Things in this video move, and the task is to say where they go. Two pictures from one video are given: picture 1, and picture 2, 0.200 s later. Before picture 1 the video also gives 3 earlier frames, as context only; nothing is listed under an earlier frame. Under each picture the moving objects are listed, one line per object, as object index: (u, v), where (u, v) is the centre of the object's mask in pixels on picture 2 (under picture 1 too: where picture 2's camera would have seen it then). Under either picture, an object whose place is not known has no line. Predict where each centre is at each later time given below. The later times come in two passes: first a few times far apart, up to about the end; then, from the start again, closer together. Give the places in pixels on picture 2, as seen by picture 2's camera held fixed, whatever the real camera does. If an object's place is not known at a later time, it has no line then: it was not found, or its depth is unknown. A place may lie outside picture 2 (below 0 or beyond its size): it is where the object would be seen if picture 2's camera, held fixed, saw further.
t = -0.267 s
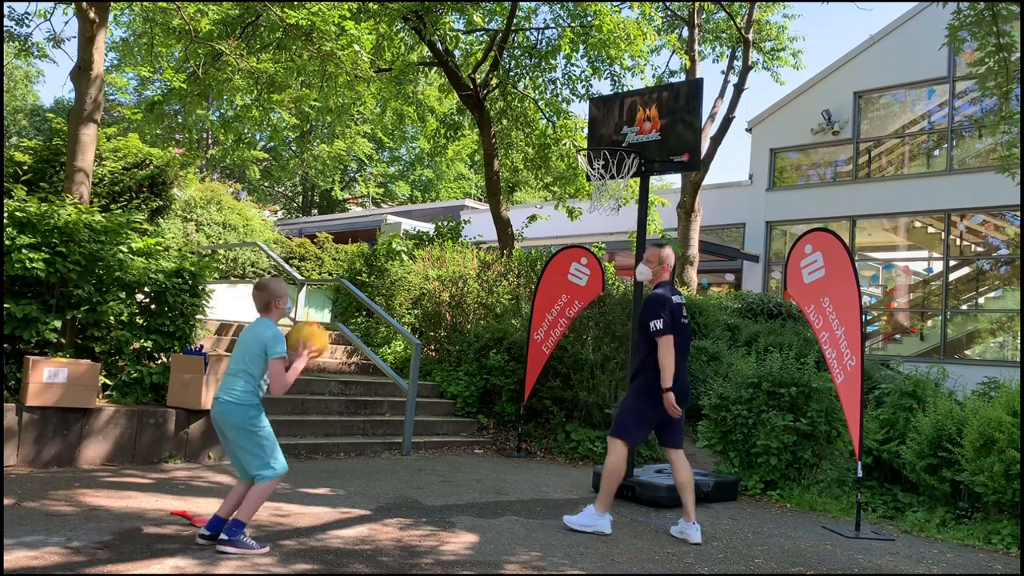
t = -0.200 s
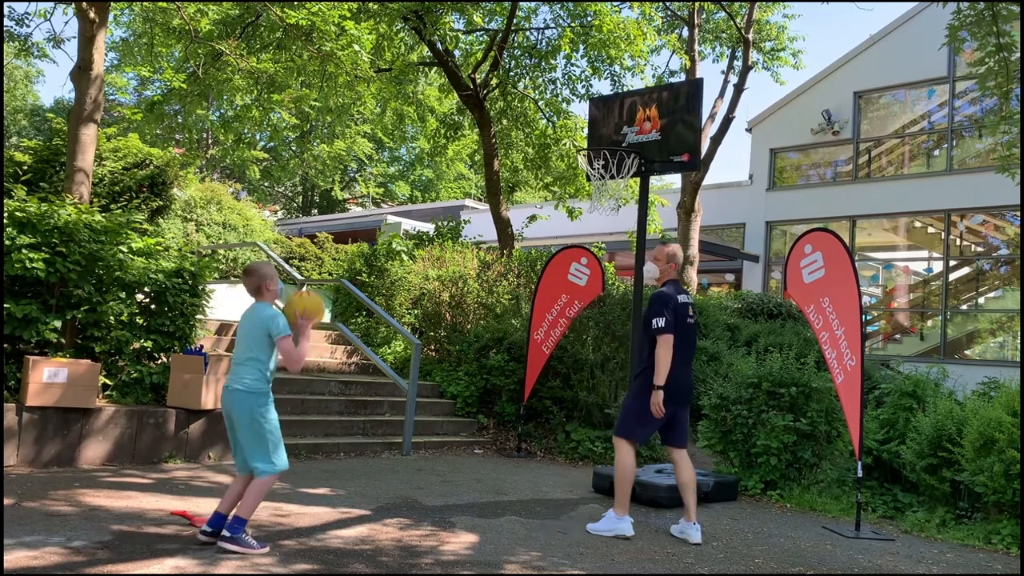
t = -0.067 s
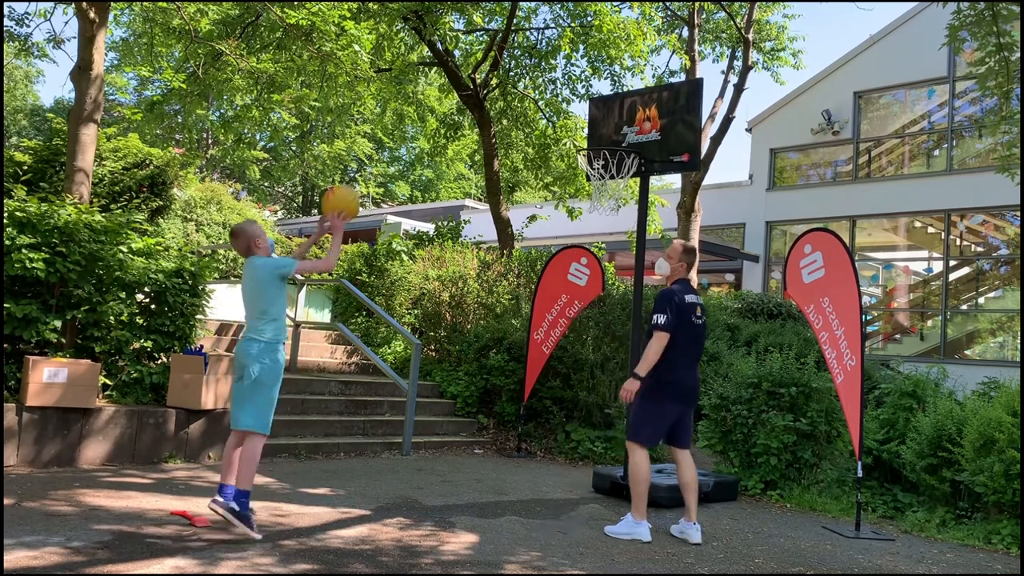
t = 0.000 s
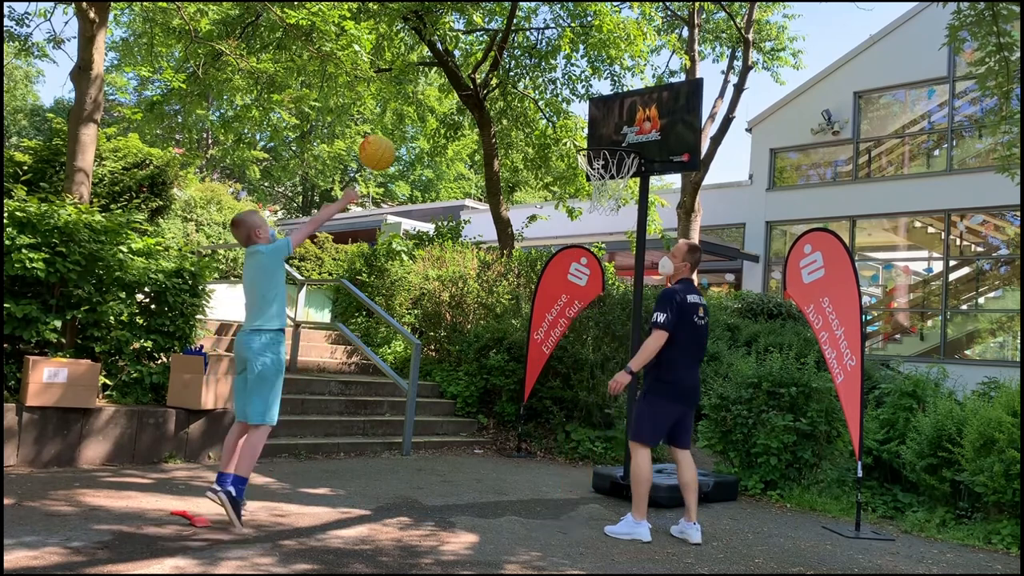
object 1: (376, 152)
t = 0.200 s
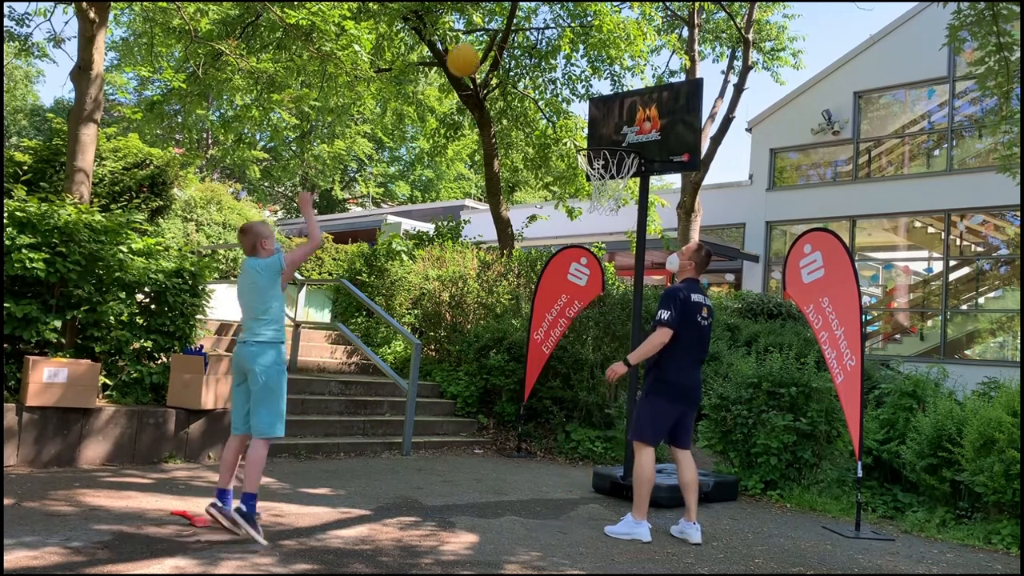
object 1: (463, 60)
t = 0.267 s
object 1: (487, 46)
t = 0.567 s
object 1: (570, 63)
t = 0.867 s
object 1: (606, 139)
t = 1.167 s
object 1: (562, 171)
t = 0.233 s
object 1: (475, 51)
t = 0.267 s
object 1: (487, 46)
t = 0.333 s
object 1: (508, 38)
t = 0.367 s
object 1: (518, 38)
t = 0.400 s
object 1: (528, 38)
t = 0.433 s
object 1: (537, 41)
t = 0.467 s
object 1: (547, 44)
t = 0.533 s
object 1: (562, 55)
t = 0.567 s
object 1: (570, 63)
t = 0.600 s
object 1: (578, 71)
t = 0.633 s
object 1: (585, 82)
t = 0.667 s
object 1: (592, 93)
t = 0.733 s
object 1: (604, 119)
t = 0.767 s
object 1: (610, 133)
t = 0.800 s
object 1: (614, 145)
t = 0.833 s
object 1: (609, 146)
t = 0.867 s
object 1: (606, 139)
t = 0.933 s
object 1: (597, 137)
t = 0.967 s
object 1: (592, 138)
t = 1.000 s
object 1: (586, 140)
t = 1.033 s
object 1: (581, 142)
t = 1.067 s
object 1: (575, 146)
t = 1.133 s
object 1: (566, 163)
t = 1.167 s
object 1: (562, 171)
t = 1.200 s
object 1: (555, 181)
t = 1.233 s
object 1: (550, 192)
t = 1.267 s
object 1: (545, 204)
